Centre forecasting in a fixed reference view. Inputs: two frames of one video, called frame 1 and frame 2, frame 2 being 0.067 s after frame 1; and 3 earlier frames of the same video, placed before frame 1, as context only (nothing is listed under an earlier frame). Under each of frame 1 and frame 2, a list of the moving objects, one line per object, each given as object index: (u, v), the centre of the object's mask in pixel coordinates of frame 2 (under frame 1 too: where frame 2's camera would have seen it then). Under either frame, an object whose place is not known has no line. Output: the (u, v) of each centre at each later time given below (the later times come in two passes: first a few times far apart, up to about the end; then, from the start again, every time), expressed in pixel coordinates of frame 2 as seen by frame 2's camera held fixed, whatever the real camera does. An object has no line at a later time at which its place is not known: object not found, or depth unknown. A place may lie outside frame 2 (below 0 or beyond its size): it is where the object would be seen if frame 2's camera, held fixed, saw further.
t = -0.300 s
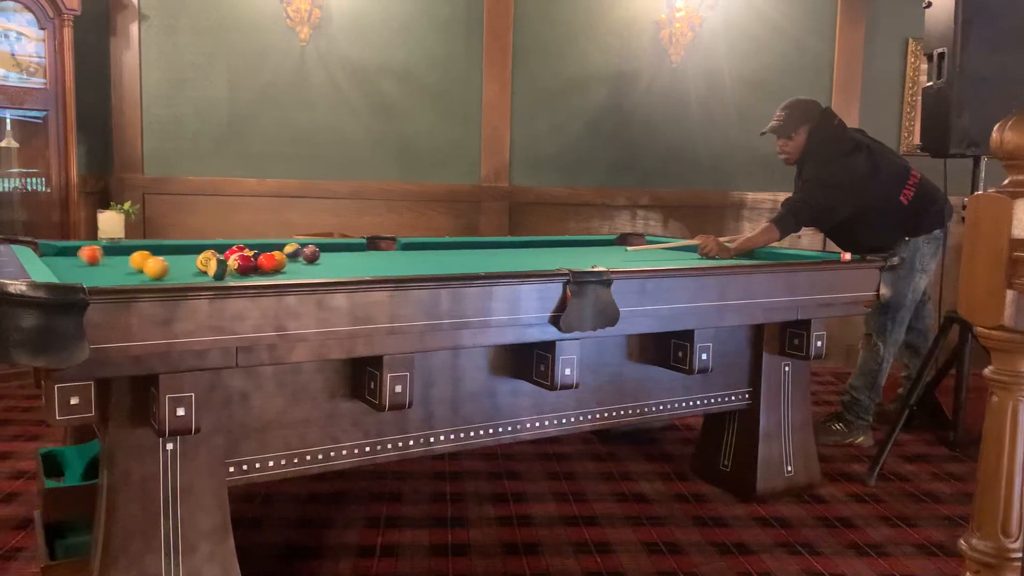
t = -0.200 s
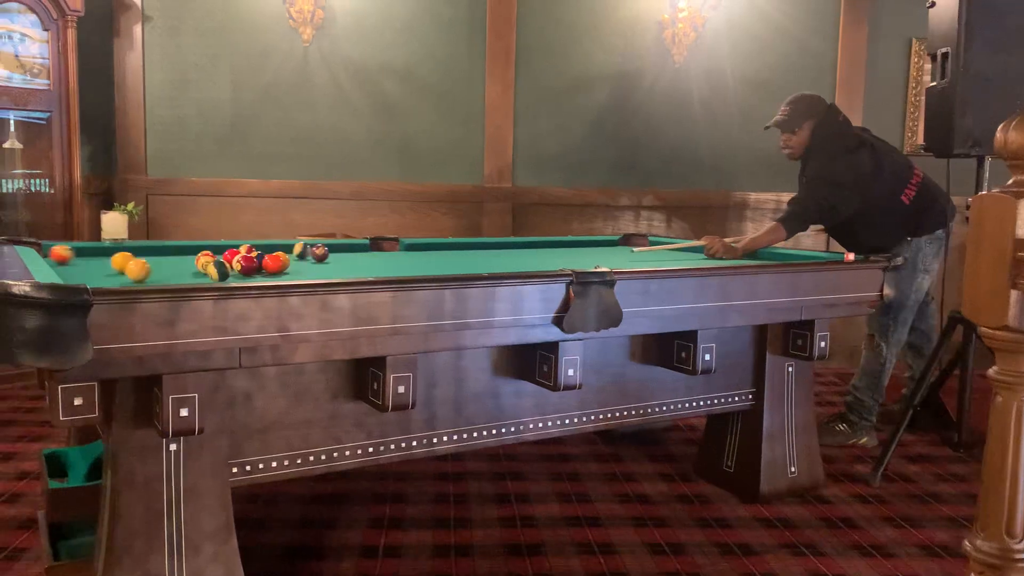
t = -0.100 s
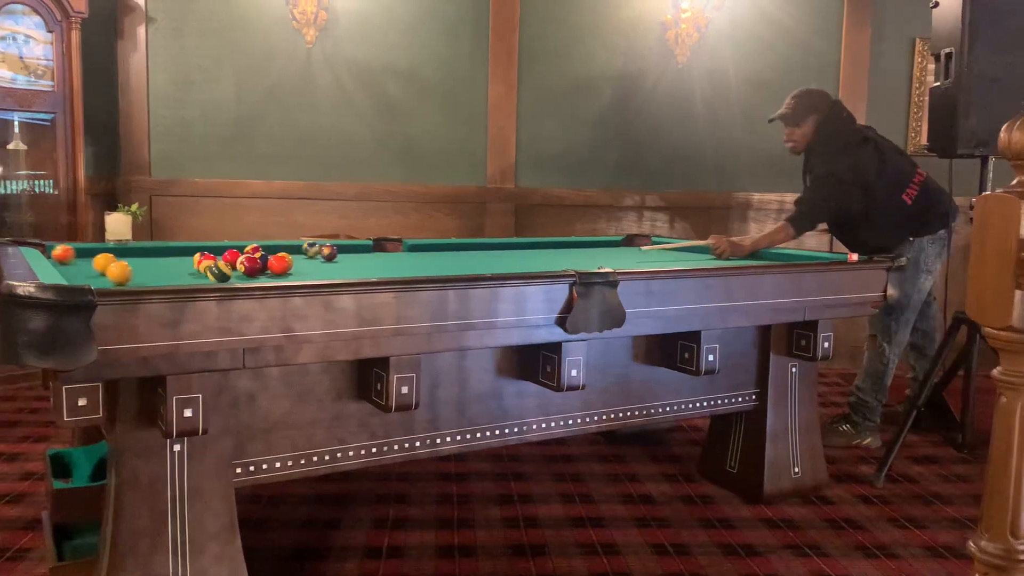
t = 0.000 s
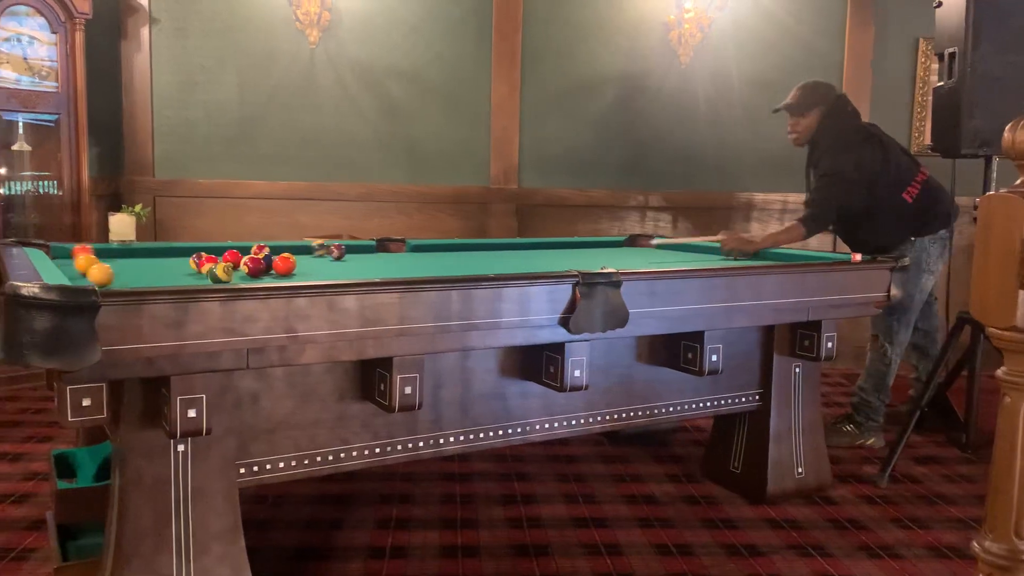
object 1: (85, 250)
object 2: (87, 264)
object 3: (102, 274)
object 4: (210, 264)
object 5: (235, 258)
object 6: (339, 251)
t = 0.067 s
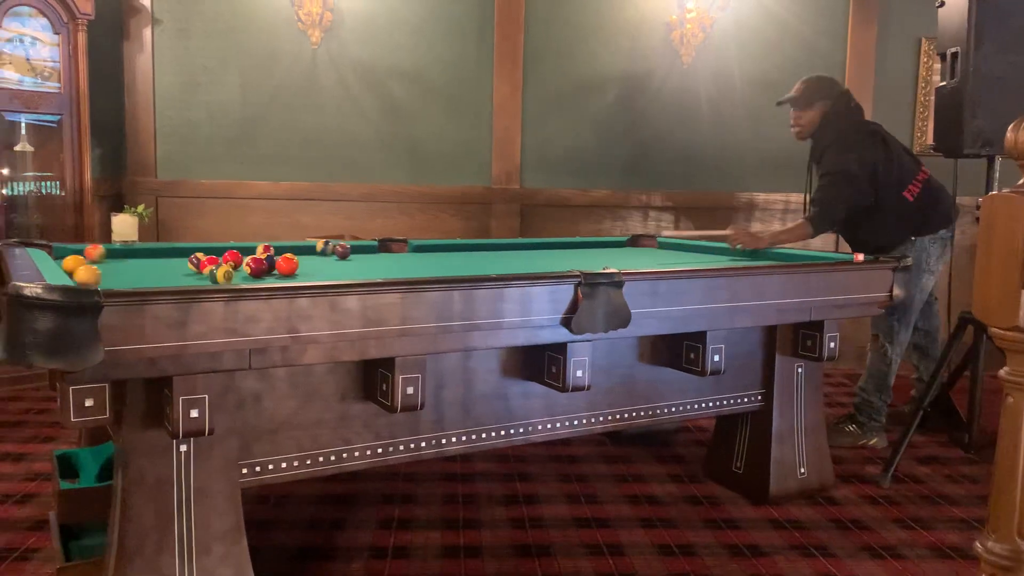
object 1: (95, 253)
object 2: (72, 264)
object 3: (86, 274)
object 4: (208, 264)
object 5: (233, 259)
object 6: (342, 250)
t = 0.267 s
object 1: (121, 251)
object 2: (89, 264)
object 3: (103, 277)
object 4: (204, 264)
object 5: (226, 259)
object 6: (356, 248)
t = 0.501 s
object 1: (154, 250)
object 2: (114, 264)
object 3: (133, 278)
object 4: (202, 264)
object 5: (221, 259)
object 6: (378, 250)
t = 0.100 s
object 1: (99, 252)
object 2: (68, 262)
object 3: (81, 274)
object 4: (208, 264)
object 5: (231, 259)
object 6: (344, 250)
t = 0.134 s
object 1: (104, 252)
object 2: (72, 263)
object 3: (85, 275)
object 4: (207, 264)
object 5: (230, 259)
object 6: (346, 250)
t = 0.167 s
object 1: (108, 252)
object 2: (77, 263)
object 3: (91, 276)
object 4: (207, 264)
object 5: (229, 259)
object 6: (346, 249)
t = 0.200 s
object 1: (113, 251)
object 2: (81, 263)
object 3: (94, 275)
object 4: (206, 264)
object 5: (228, 259)
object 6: (349, 248)
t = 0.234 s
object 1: (117, 251)
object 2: (85, 264)
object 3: (99, 277)
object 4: (205, 264)
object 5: (227, 259)
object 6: (352, 248)
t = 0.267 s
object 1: (121, 251)
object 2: (89, 264)
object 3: (103, 277)
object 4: (204, 264)
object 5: (226, 259)
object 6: (356, 248)
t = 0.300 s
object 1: (125, 250)
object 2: (92, 264)
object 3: (108, 277)
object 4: (204, 264)
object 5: (225, 259)
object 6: (359, 248)
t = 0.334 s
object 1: (129, 250)
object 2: (96, 264)
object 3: (112, 277)
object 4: (203, 264)
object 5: (224, 259)
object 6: (363, 248)
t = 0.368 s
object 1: (134, 250)
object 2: (100, 264)
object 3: (116, 277)
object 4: (203, 264)
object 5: (223, 259)
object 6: (367, 248)
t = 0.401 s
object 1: (139, 250)
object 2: (103, 264)
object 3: (120, 277)
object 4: (203, 264)
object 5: (223, 259)
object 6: (370, 249)
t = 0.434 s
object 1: (144, 250)
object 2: (107, 264)
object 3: (124, 277)
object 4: (202, 264)
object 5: (222, 258)
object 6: (372, 249)
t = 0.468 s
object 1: (149, 250)
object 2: (111, 264)
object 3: (129, 277)
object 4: (202, 264)
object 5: (221, 259)
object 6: (375, 250)
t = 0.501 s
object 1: (154, 250)
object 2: (114, 264)
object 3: (133, 278)
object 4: (202, 264)
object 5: (221, 259)
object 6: (378, 250)
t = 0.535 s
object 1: (158, 250)
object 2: (118, 264)
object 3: (137, 278)
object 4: (202, 265)
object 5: (220, 259)
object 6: (380, 250)
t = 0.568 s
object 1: (162, 249)
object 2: (121, 264)
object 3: (141, 278)
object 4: (202, 265)
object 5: (220, 258)
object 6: (383, 250)
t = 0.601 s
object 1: (167, 248)
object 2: (124, 264)
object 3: (144, 277)
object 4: (201, 265)
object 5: (219, 258)
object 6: (386, 250)
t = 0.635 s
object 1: (173, 249)
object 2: (127, 264)
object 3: (149, 277)
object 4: (201, 265)
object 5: (218, 258)
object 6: (389, 250)
